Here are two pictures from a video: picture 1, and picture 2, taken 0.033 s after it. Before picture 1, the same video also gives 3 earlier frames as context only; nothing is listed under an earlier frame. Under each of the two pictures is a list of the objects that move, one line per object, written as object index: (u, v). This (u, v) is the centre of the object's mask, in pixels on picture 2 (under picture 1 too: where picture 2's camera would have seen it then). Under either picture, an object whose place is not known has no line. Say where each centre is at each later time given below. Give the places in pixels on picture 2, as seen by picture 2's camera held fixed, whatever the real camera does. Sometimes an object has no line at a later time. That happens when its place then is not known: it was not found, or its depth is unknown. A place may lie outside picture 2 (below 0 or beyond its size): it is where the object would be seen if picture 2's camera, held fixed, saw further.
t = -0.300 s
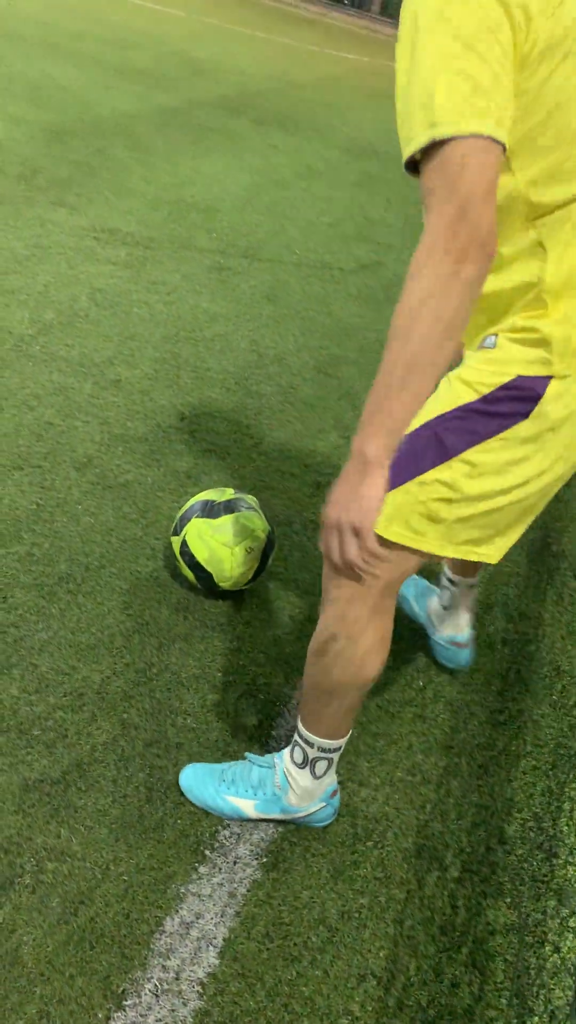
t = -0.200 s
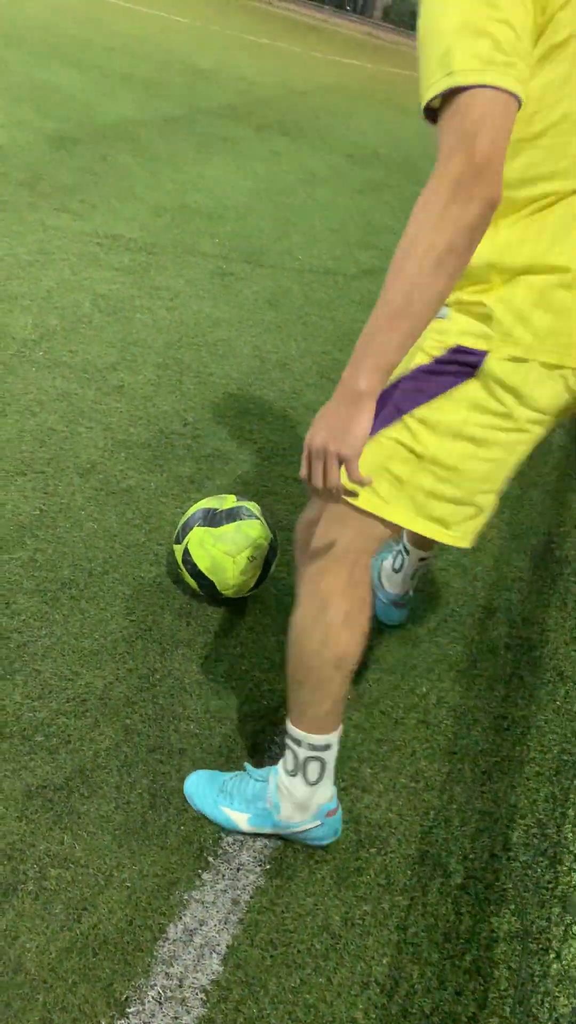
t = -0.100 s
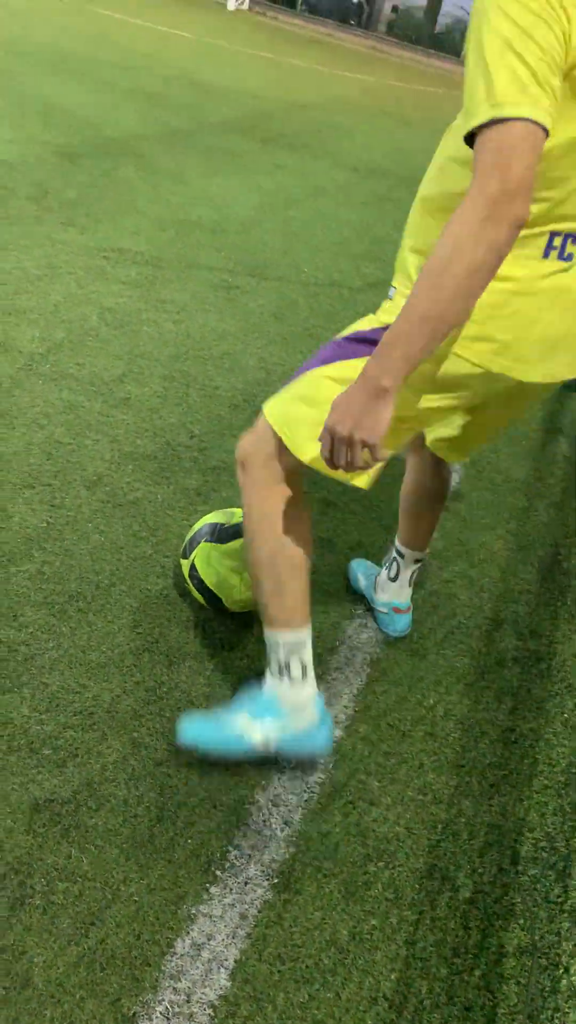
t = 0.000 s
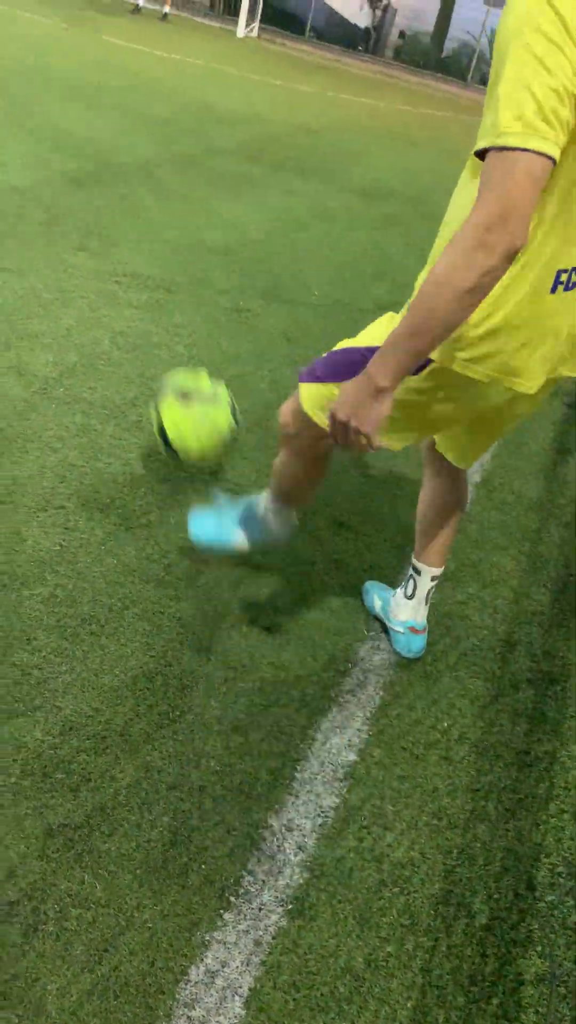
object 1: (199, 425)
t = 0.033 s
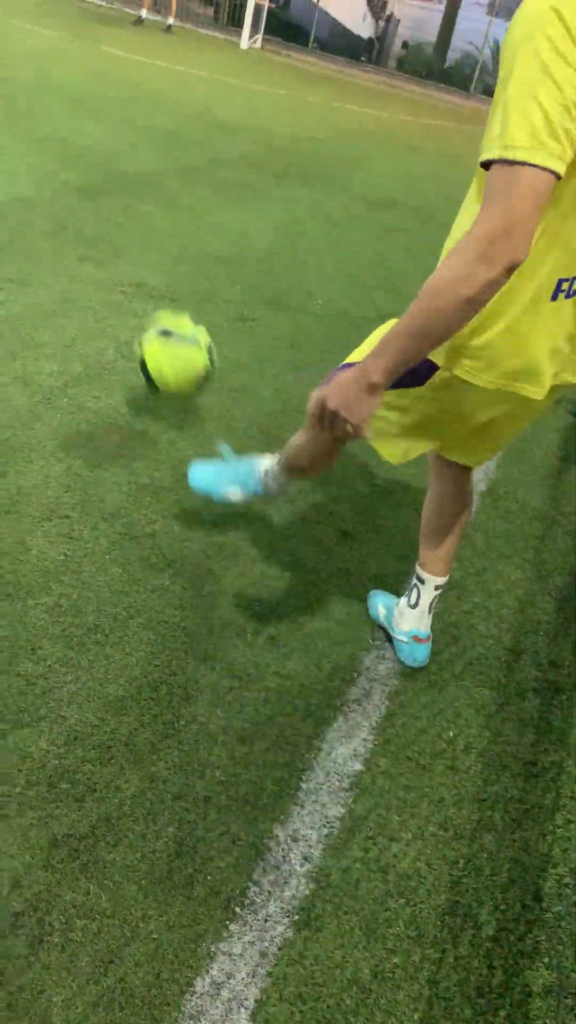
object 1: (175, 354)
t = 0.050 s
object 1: (164, 321)
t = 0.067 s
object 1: (155, 296)
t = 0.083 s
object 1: (146, 273)
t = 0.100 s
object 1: (138, 254)
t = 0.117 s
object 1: (131, 237)
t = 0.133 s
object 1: (124, 222)
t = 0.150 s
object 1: (118, 208)
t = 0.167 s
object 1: (113, 197)
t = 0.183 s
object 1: (108, 186)
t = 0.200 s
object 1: (103, 177)
